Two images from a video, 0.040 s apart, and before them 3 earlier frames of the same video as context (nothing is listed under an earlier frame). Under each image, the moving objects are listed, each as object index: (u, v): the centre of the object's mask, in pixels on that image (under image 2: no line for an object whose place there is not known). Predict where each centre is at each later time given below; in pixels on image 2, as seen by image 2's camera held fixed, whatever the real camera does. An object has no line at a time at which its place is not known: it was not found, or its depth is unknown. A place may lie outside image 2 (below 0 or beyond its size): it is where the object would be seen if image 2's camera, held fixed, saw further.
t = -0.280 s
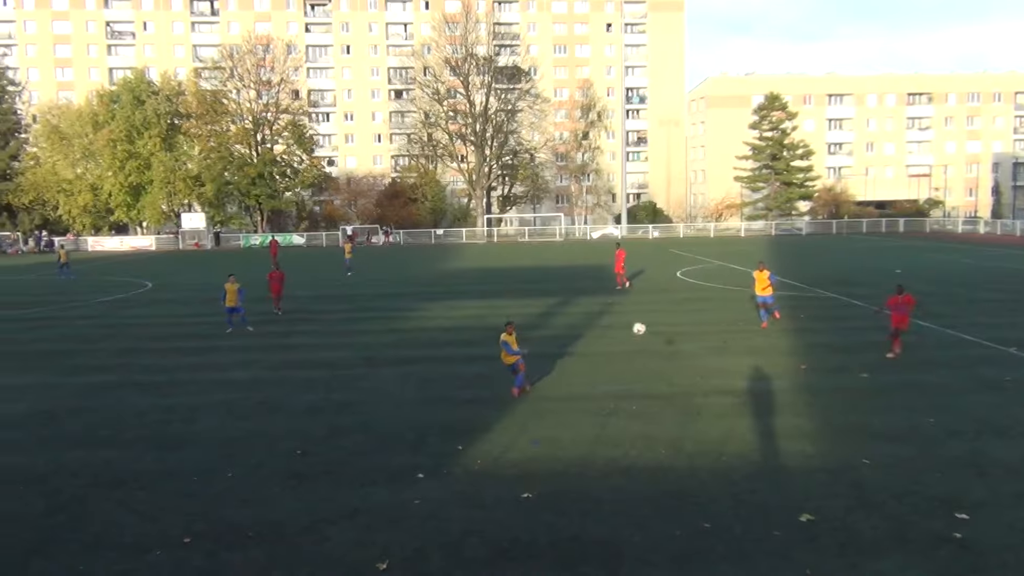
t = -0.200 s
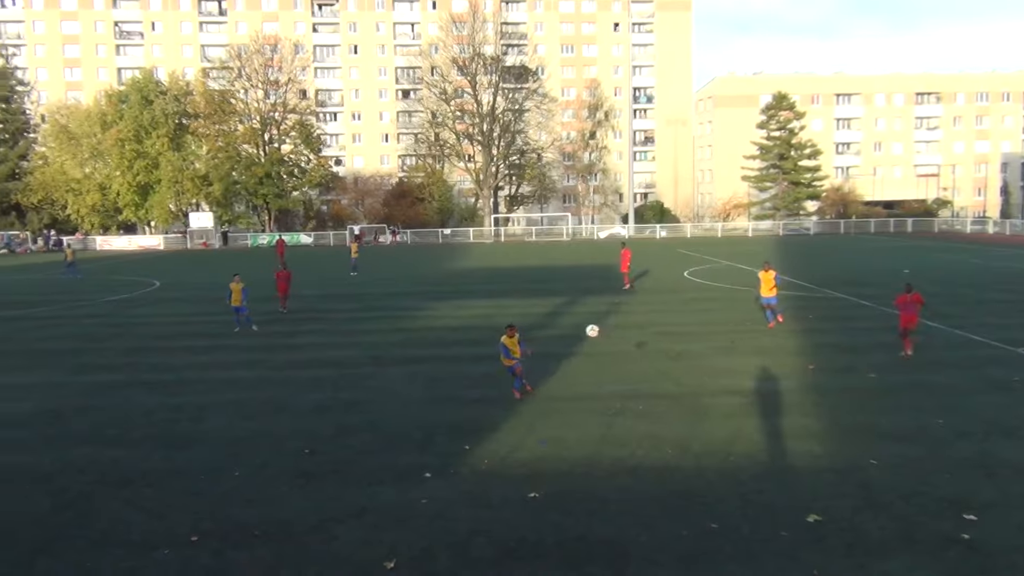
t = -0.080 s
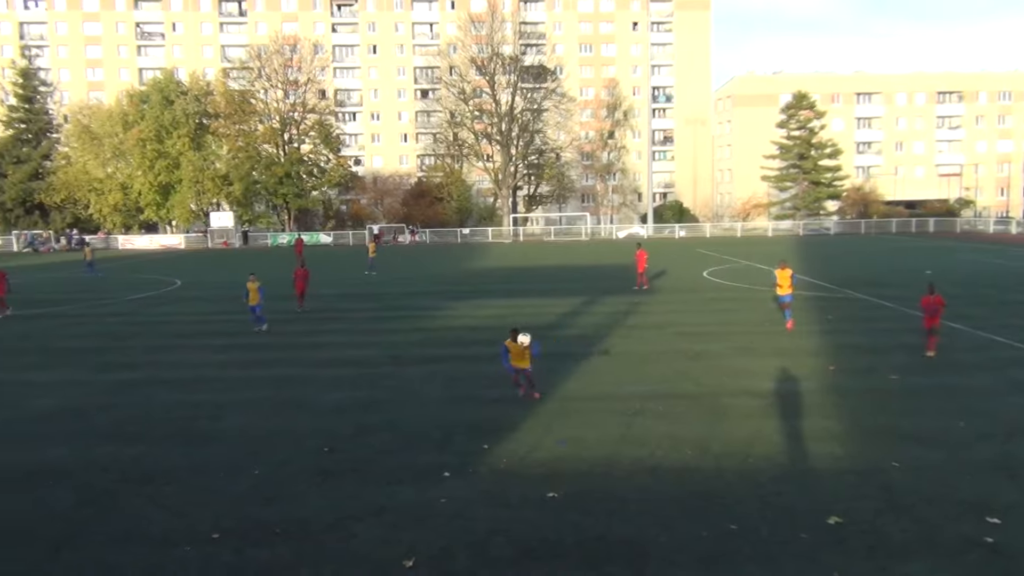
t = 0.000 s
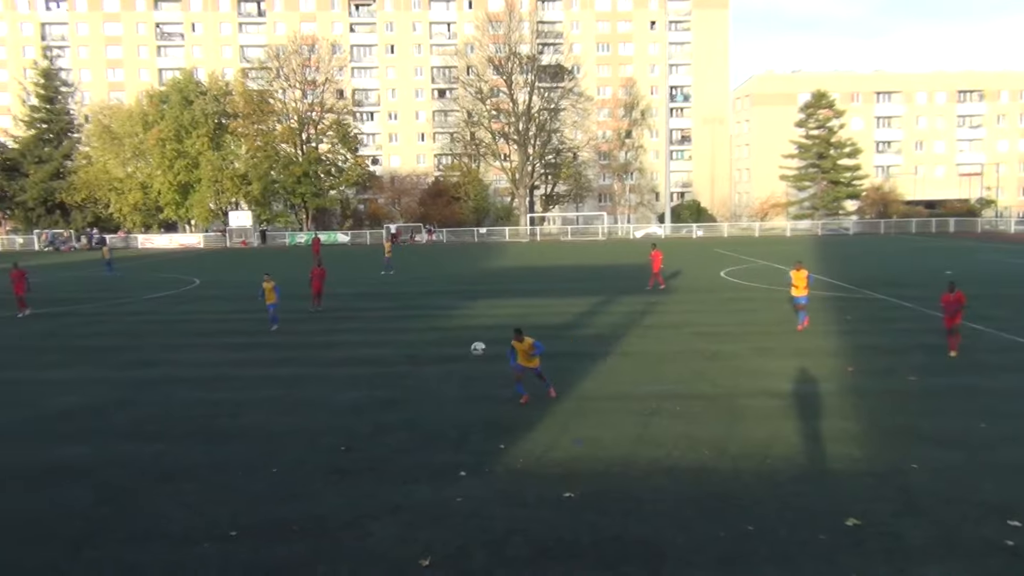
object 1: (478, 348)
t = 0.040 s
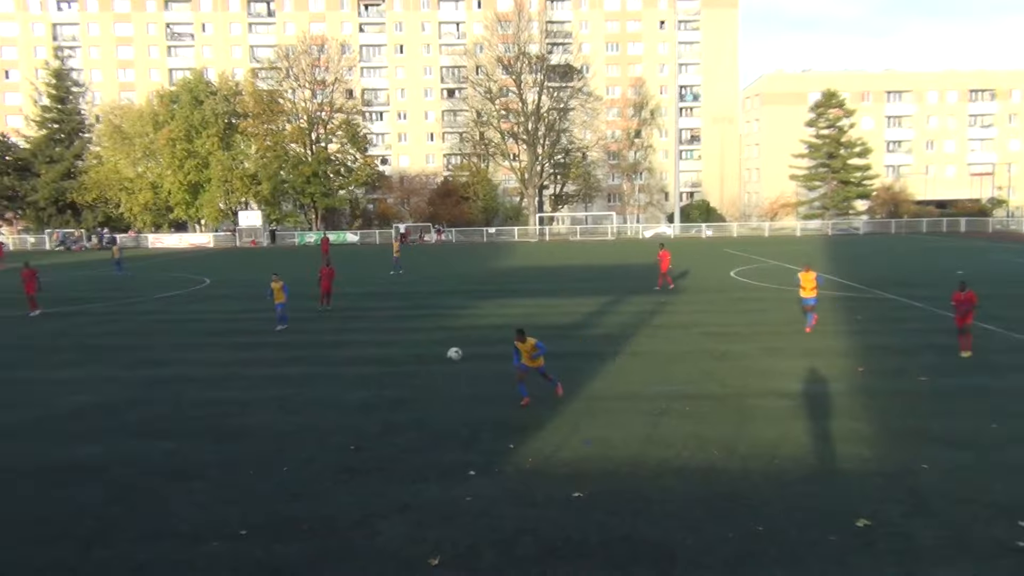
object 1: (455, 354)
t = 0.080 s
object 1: (422, 360)
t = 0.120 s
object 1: (387, 368)
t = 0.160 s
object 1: (352, 379)
